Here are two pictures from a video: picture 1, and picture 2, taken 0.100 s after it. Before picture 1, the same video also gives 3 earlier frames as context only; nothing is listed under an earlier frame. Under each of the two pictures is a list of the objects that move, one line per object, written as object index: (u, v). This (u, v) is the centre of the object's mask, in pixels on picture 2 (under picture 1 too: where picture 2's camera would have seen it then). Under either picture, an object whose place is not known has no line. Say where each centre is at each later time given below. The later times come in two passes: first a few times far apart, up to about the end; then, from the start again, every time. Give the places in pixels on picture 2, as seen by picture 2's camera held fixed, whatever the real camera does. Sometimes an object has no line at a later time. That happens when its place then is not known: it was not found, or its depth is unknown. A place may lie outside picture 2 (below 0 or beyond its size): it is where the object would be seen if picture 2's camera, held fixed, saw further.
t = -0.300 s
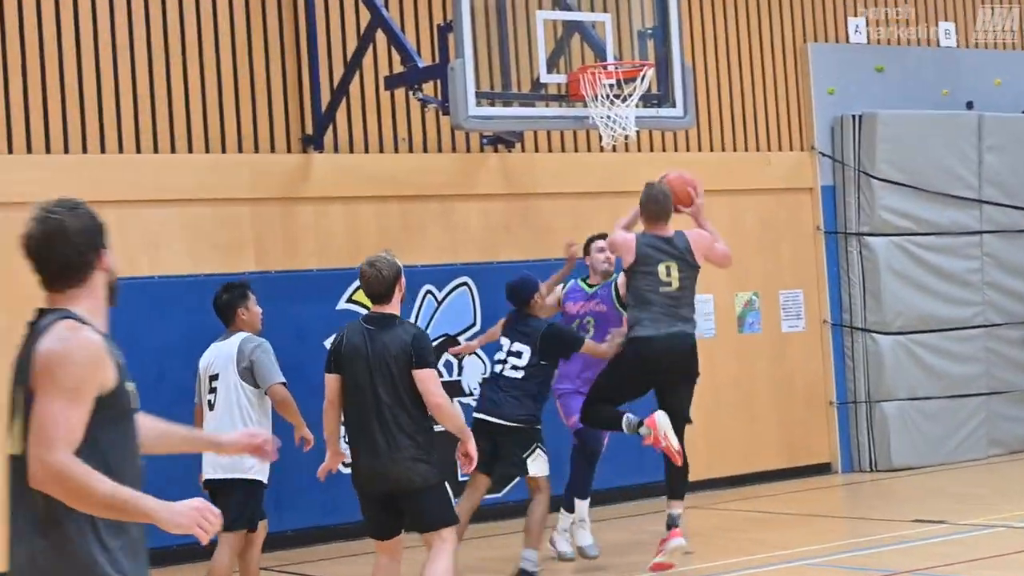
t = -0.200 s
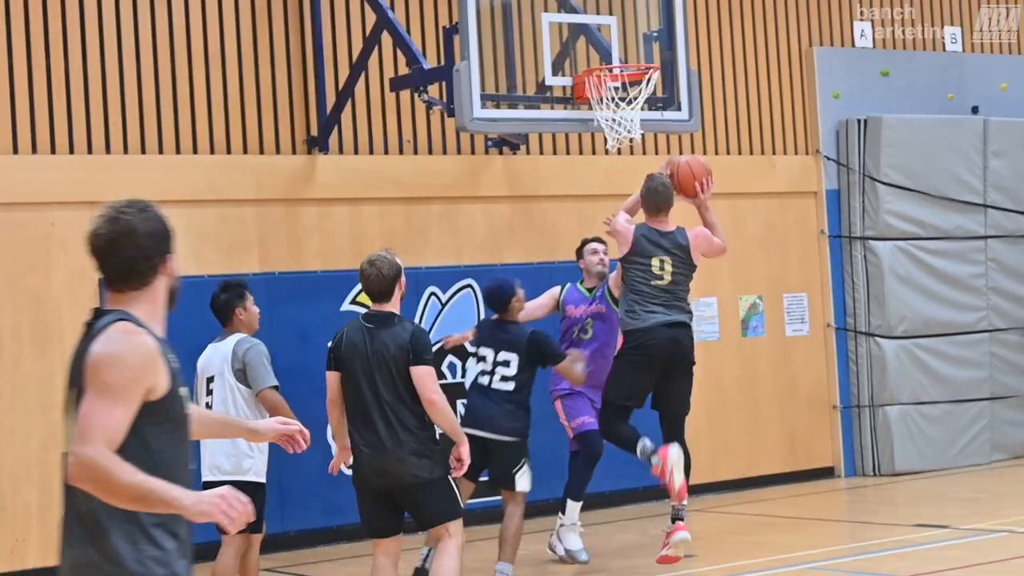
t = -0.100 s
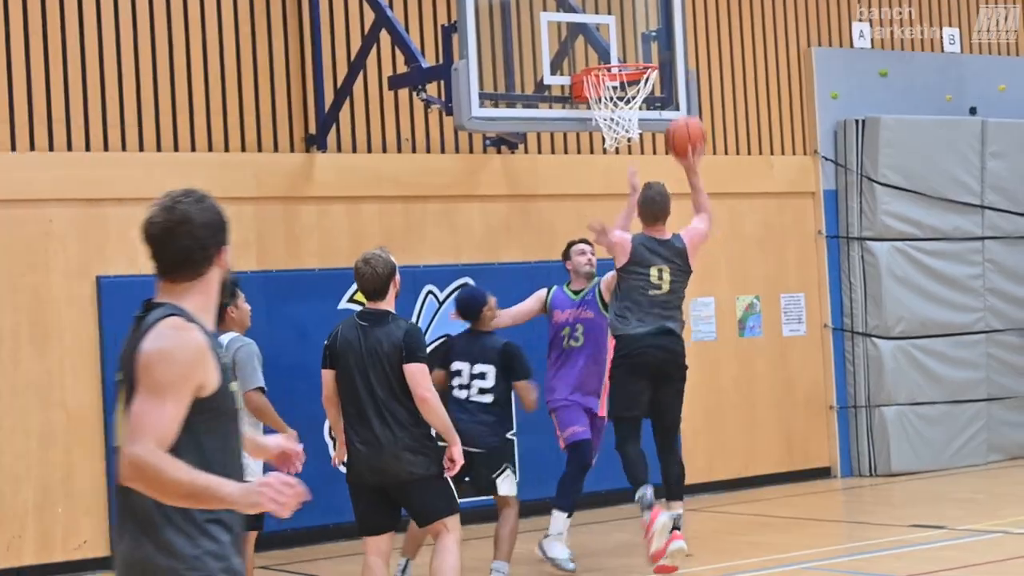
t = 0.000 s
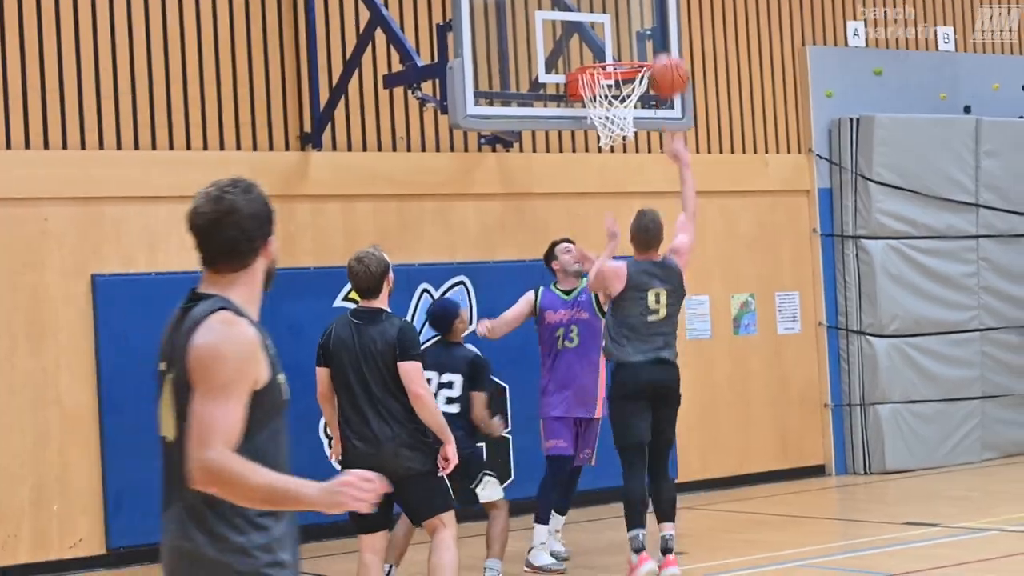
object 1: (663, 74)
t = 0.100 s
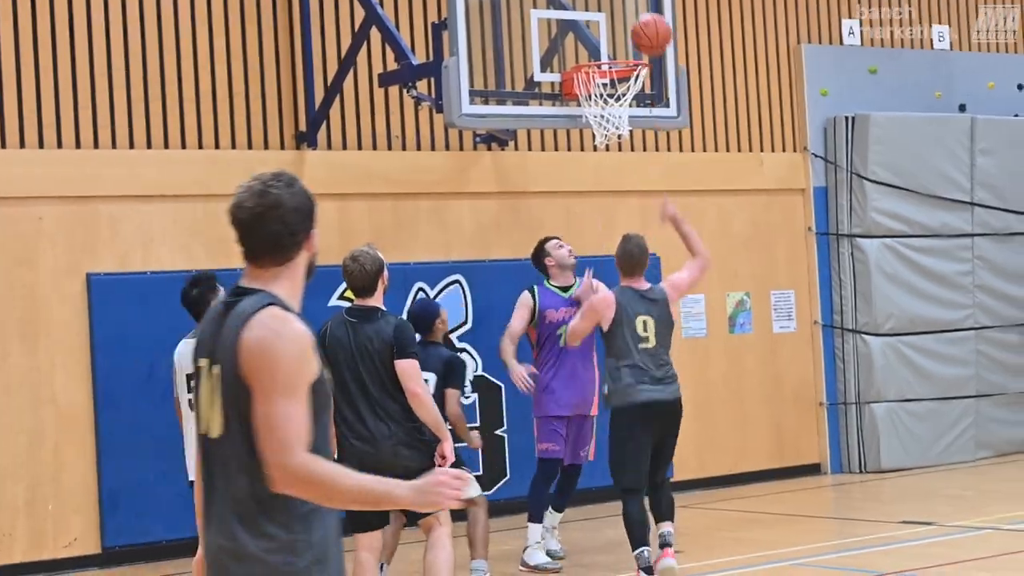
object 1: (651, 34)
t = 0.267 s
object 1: (635, 10)
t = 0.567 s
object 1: (612, 47)
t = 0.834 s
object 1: (572, 34)
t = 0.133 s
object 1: (648, 25)
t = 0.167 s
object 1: (645, 17)
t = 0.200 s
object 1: (642, 13)
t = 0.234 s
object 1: (638, 12)
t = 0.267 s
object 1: (635, 10)
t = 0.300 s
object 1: (632, 10)
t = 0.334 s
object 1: (629, 10)
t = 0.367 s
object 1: (627, 12)
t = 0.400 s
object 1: (624, 16)
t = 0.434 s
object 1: (622, 23)
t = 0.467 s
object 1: (620, 31)
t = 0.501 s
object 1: (618, 41)
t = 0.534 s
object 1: (616, 48)
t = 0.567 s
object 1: (612, 47)
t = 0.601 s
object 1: (607, 43)
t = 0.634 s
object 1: (602, 36)
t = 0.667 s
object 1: (597, 31)
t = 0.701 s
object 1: (592, 28)
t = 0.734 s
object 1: (587, 27)
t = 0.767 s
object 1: (582, 28)
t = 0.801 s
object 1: (577, 30)
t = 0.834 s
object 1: (572, 34)
